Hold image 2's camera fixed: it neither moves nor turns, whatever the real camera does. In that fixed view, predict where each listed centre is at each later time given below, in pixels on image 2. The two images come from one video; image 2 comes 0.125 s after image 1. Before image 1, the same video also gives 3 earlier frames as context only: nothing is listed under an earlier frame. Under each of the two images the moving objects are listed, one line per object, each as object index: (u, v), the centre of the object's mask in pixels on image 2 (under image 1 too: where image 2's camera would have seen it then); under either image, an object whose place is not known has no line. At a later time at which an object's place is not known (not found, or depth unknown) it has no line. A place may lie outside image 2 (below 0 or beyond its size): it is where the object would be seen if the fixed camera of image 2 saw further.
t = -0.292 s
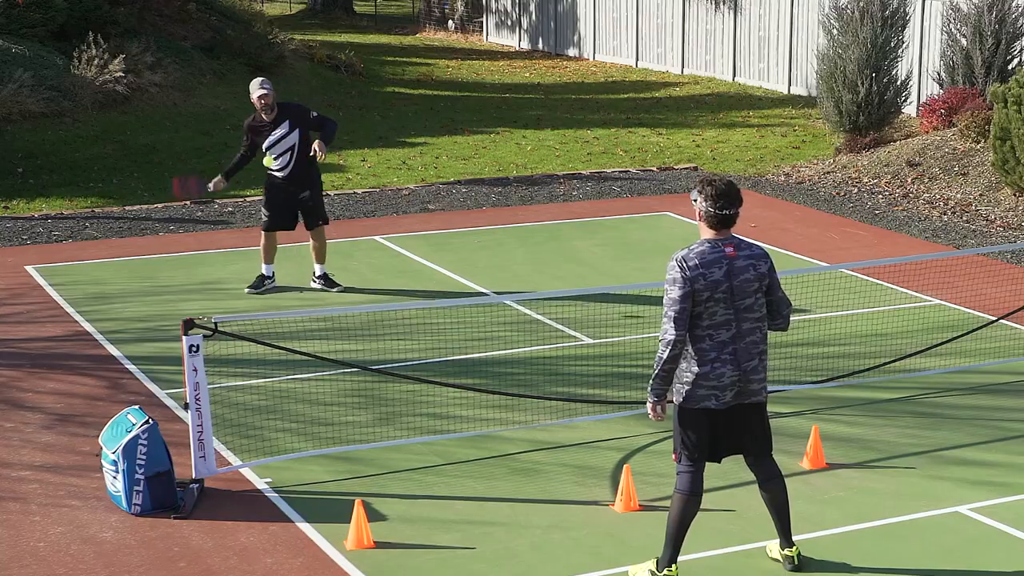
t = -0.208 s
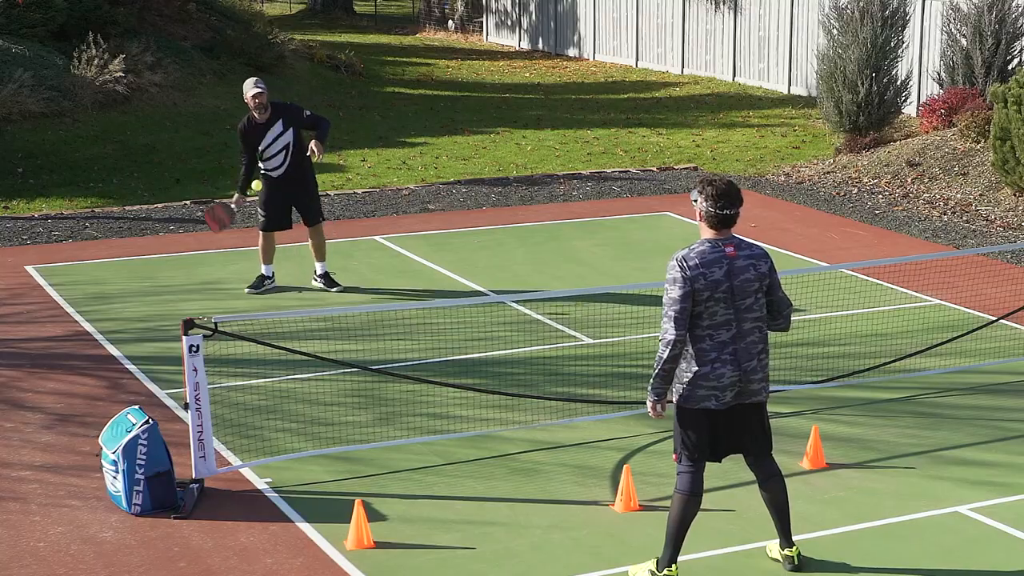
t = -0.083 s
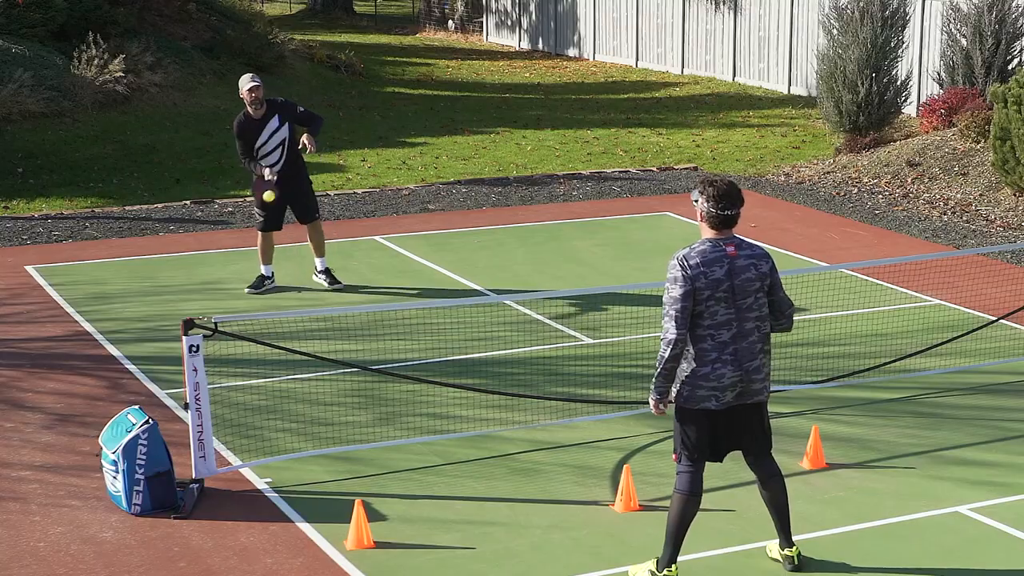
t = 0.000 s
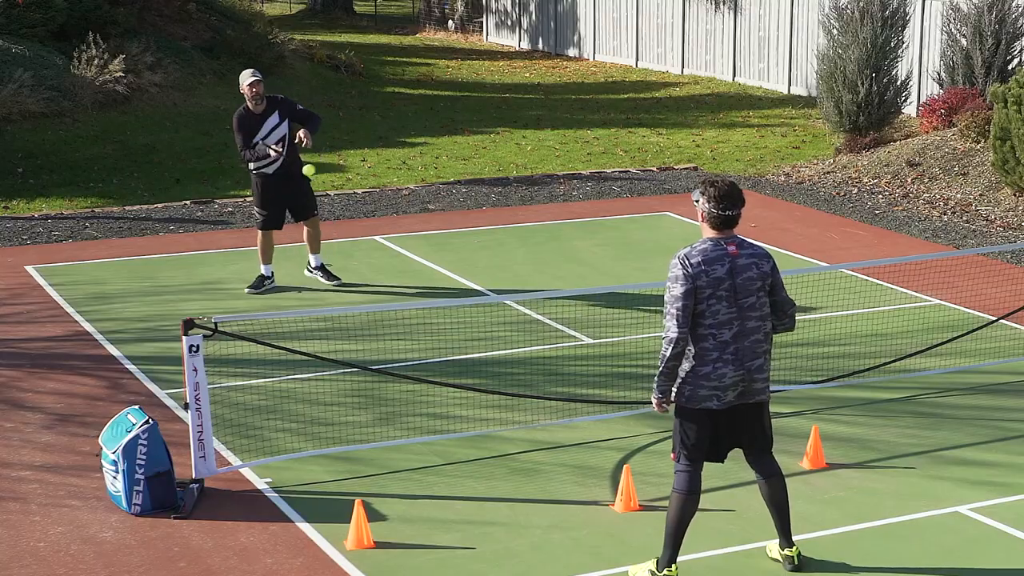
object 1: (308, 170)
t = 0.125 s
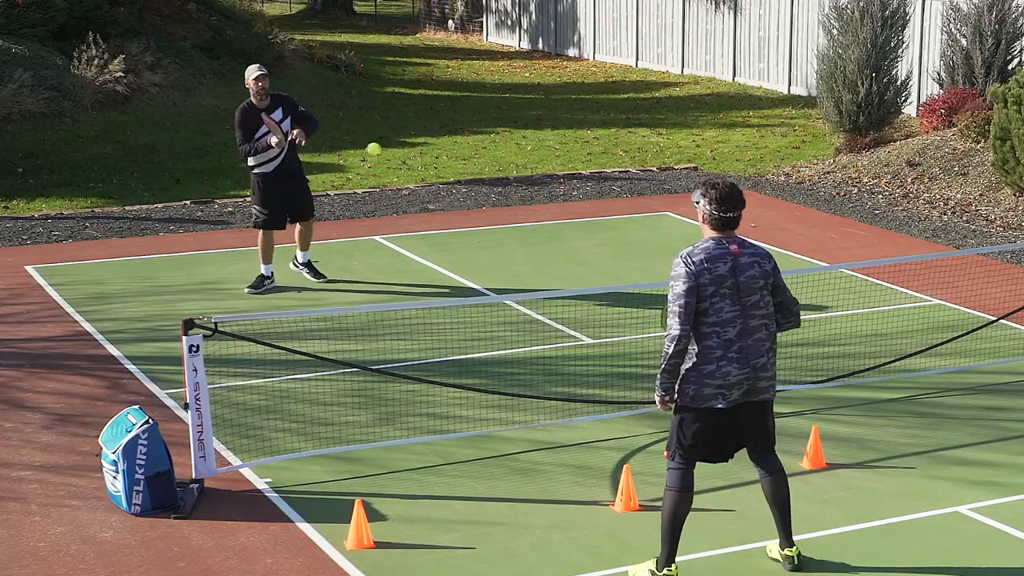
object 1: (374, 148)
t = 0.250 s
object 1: (445, 154)
